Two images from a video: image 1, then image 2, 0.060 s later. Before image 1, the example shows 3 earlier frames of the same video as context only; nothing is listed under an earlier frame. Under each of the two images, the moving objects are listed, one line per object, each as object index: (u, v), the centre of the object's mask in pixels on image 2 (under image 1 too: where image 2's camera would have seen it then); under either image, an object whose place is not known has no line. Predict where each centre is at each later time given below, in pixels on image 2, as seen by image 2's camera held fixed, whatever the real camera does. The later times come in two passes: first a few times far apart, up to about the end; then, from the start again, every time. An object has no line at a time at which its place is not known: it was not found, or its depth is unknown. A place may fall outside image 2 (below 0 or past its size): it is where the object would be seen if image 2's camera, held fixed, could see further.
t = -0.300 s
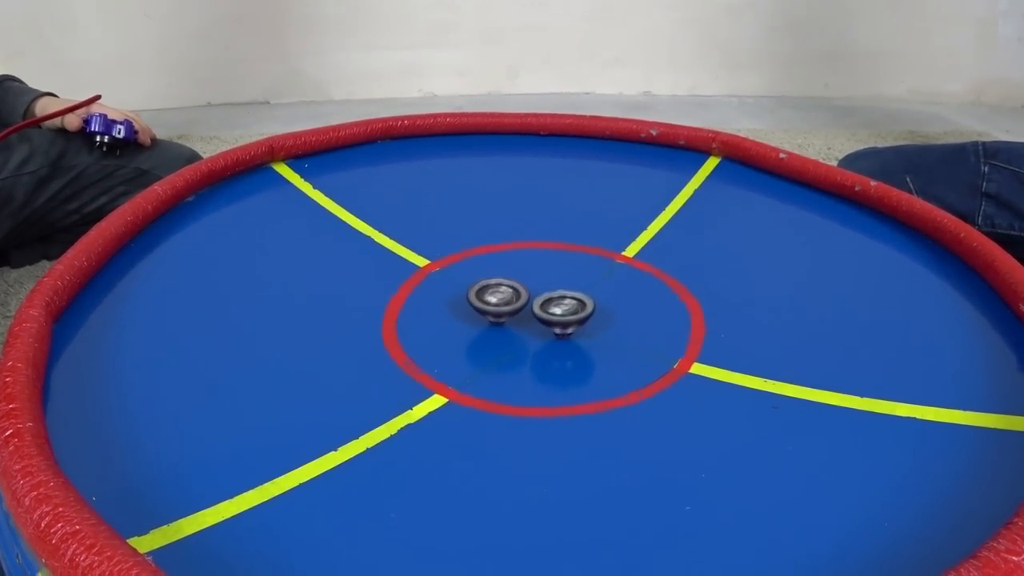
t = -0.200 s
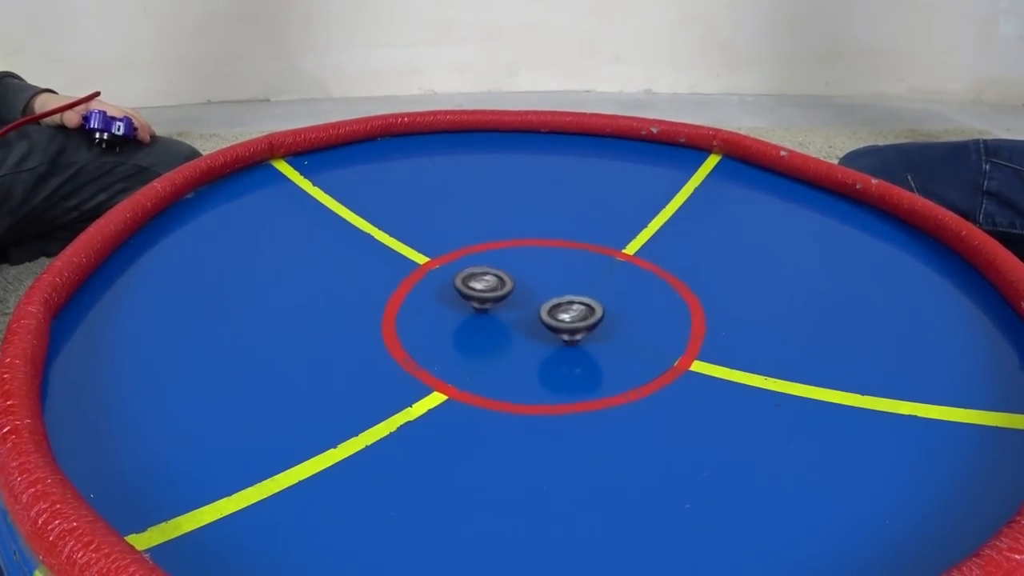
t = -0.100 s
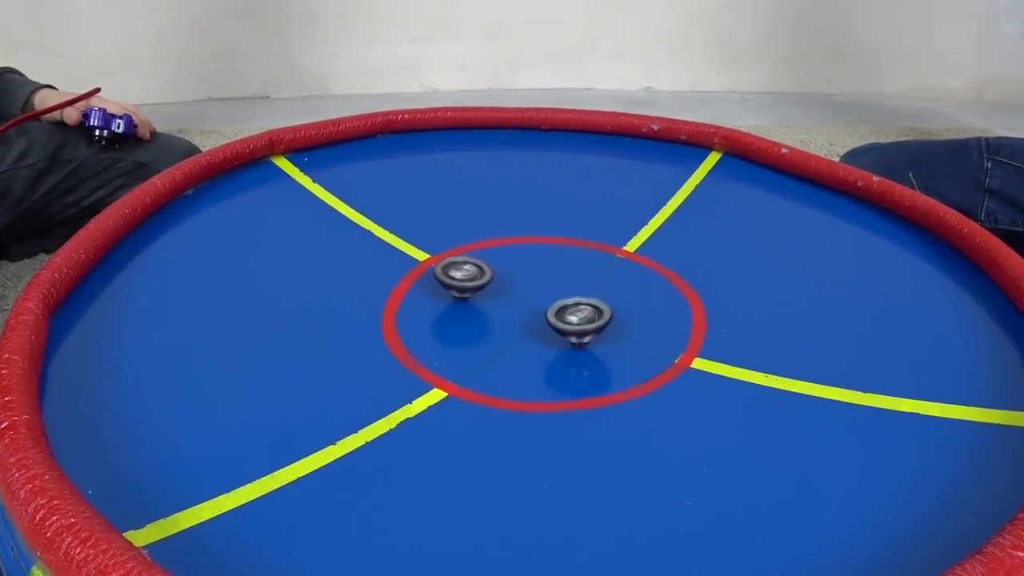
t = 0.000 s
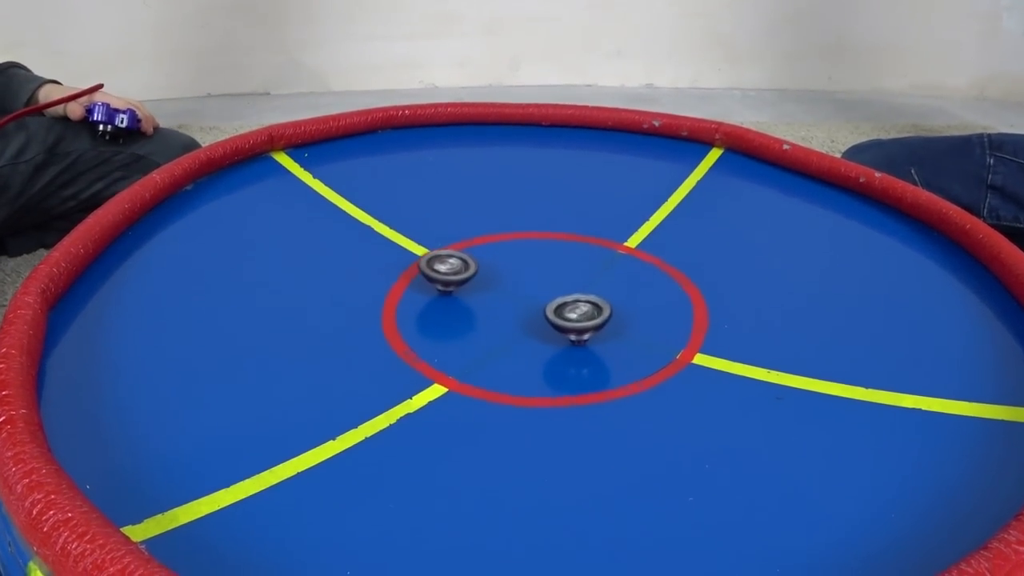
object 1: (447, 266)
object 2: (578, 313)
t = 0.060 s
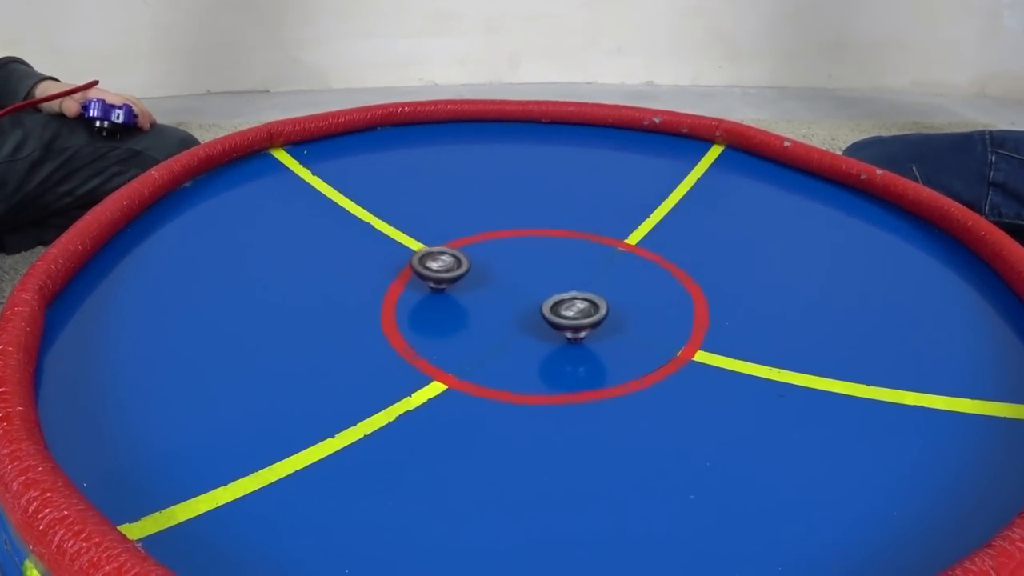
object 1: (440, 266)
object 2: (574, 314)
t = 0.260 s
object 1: (431, 267)
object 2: (556, 314)
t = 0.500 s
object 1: (449, 265)
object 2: (534, 312)
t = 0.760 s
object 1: (482, 257)
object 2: (523, 297)
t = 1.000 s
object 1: (522, 249)
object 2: (523, 288)
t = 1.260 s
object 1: (548, 242)
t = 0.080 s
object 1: (438, 266)
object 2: (573, 314)
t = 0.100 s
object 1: (436, 266)
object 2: (571, 314)
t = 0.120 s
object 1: (435, 266)
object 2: (569, 314)
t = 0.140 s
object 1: (434, 267)
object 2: (568, 314)
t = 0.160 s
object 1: (433, 267)
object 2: (566, 314)
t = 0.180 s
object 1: (432, 267)
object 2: (564, 315)
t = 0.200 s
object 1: (431, 267)
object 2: (562, 315)
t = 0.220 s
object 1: (431, 267)
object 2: (560, 314)
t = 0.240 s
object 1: (431, 267)
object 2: (558, 314)
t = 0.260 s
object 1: (431, 267)
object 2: (556, 314)
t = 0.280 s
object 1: (431, 267)
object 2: (554, 314)
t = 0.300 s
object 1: (432, 267)
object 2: (552, 314)
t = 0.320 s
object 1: (433, 267)
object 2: (550, 314)
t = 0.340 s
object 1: (433, 267)
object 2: (548, 314)
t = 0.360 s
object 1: (433, 267)
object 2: (546, 314)
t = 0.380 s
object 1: (435, 267)
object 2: (544, 314)
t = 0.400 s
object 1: (437, 267)
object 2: (542, 314)
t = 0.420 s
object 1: (439, 267)
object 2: (541, 314)
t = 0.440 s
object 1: (442, 266)
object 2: (539, 313)
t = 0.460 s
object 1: (445, 266)
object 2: (537, 313)
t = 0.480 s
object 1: (447, 265)
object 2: (536, 313)
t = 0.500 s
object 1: (449, 265)
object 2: (534, 312)
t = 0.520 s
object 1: (451, 264)
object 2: (533, 311)
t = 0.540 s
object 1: (454, 264)
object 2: (531, 310)
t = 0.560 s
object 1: (456, 264)
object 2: (530, 309)
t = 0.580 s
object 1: (458, 263)
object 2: (529, 308)
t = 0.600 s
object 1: (461, 263)
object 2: (527, 307)
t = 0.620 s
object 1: (463, 262)
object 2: (527, 306)
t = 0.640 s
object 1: (466, 261)
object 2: (526, 305)
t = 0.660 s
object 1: (468, 261)
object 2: (525, 303)
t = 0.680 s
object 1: (471, 260)
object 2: (525, 302)
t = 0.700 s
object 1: (474, 259)
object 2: (525, 301)
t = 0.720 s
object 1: (477, 258)
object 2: (524, 299)
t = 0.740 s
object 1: (480, 258)
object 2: (524, 298)
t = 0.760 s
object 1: (482, 257)
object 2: (523, 297)
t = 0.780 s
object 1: (486, 256)
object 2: (523, 296)
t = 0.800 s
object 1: (489, 255)
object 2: (523, 295)
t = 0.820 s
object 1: (492, 254)
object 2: (523, 295)
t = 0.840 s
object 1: (496, 254)
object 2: (523, 294)
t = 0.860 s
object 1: (500, 253)
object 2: (523, 293)
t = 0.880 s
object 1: (504, 253)
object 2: (523, 292)
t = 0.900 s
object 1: (508, 252)
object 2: (523, 291)
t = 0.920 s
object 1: (511, 251)
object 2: (523, 291)
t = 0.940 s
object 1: (514, 251)
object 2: (523, 290)
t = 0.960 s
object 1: (517, 250)
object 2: (523, 289)
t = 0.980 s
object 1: (520, 250)
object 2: (523, 289)
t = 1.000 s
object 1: (522, 249)
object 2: (523, 288)
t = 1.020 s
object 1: (525, 249)
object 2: (522, 287)
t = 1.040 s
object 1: (526, 248)
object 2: (522, 286)
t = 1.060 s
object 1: (528, 248)
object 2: (522, 285)
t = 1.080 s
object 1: (531, 248)
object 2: (522, 284)
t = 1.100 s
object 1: (533, 248)
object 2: (521, 283)
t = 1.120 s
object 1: (535, 247)
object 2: (521, 282)
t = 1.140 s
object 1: (538, 247)
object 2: (519, 282)
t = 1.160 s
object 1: (540, 246)
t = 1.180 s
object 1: (542, 245)
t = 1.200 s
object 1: (544, 244)
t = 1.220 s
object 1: (546, 243)
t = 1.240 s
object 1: (547, 242)
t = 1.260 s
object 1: (548, 242)
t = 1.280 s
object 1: (549, 241)
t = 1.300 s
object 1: (550, 240)
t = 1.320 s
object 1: (550, 240)
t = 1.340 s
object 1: (551, 240)
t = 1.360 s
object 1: (552, 240)
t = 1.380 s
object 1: (553, 239)
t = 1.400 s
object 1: (553, 239)
